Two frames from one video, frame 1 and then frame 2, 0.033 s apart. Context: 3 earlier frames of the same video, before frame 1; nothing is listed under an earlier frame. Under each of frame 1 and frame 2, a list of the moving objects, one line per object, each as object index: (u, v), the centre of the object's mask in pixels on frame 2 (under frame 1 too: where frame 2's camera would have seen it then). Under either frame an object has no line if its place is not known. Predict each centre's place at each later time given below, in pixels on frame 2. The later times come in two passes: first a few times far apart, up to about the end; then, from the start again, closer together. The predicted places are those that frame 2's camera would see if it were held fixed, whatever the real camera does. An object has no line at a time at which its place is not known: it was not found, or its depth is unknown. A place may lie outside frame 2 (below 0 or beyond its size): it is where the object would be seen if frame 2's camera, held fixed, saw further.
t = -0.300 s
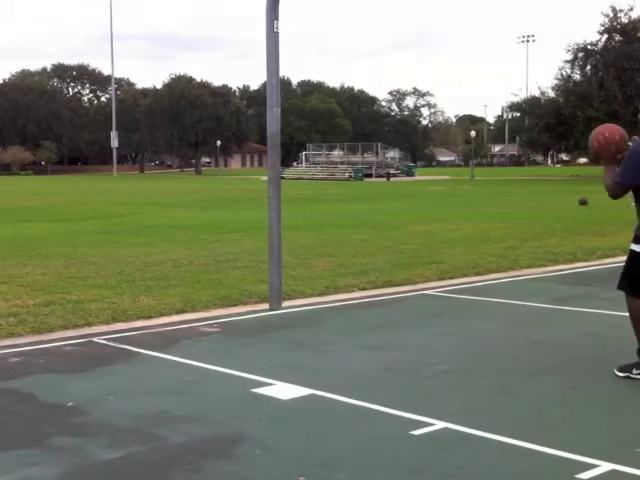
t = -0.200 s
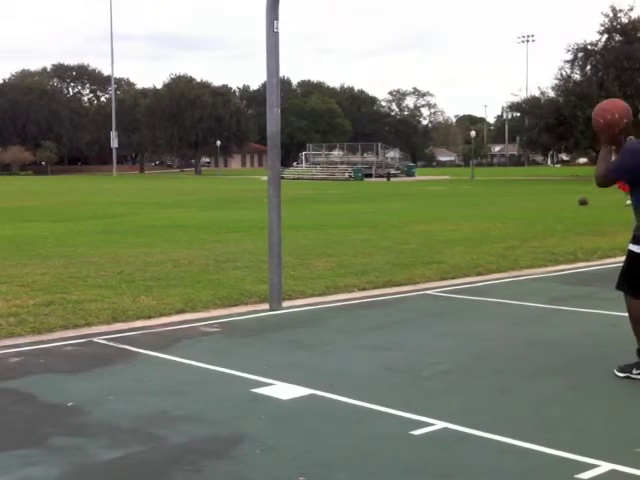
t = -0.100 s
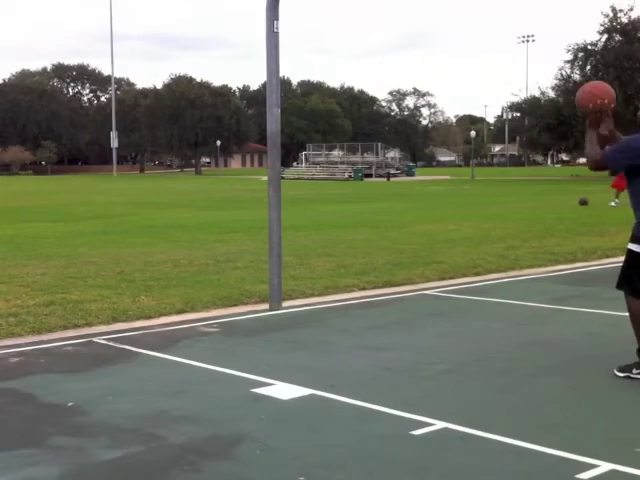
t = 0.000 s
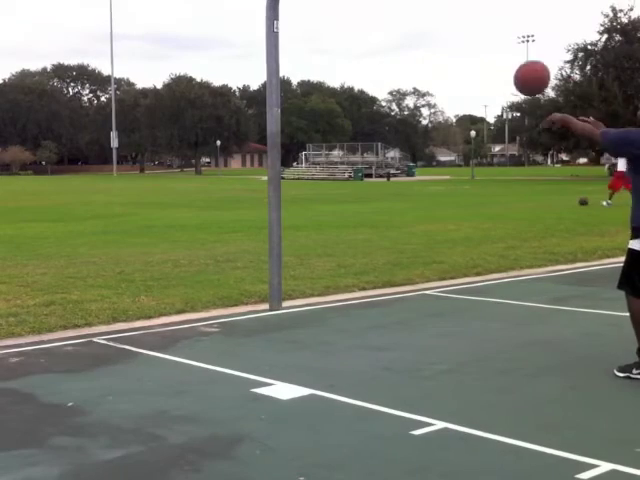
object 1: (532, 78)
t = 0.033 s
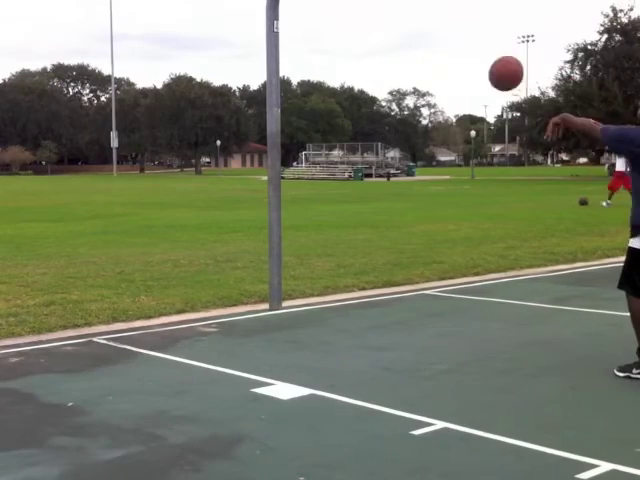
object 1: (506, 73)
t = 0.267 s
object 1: (353, 82)
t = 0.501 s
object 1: (295, 141)
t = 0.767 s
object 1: (350, 306)
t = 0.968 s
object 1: (388, 258)
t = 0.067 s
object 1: (481, 70)
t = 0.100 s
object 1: (457, 69)
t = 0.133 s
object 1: (434, 69)
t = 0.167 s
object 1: (413, 70)
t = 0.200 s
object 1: (392, 73)
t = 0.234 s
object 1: (372, 77)
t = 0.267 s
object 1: (353, 82)
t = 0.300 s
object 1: (334, 89)
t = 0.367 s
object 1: (300, 104)
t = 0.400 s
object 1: (284, 114)
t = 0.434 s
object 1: (285, 122)
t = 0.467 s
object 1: (290, 130)
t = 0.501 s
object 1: (295, 141)
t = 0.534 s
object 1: (301, 154)
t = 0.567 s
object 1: (306, 169)
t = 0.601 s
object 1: (314, 185)
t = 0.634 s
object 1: (320, 204)
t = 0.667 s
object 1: (327, 225)
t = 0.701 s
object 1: (335, 249)
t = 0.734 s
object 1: (342, 276)
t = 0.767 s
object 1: (350, 306)
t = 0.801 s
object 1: (358, 339)
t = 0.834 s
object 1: (363, 323)
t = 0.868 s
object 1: (369, 305)
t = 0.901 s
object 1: (375, 288)
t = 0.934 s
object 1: (381, 272)
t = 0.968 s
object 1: (388, 258)
